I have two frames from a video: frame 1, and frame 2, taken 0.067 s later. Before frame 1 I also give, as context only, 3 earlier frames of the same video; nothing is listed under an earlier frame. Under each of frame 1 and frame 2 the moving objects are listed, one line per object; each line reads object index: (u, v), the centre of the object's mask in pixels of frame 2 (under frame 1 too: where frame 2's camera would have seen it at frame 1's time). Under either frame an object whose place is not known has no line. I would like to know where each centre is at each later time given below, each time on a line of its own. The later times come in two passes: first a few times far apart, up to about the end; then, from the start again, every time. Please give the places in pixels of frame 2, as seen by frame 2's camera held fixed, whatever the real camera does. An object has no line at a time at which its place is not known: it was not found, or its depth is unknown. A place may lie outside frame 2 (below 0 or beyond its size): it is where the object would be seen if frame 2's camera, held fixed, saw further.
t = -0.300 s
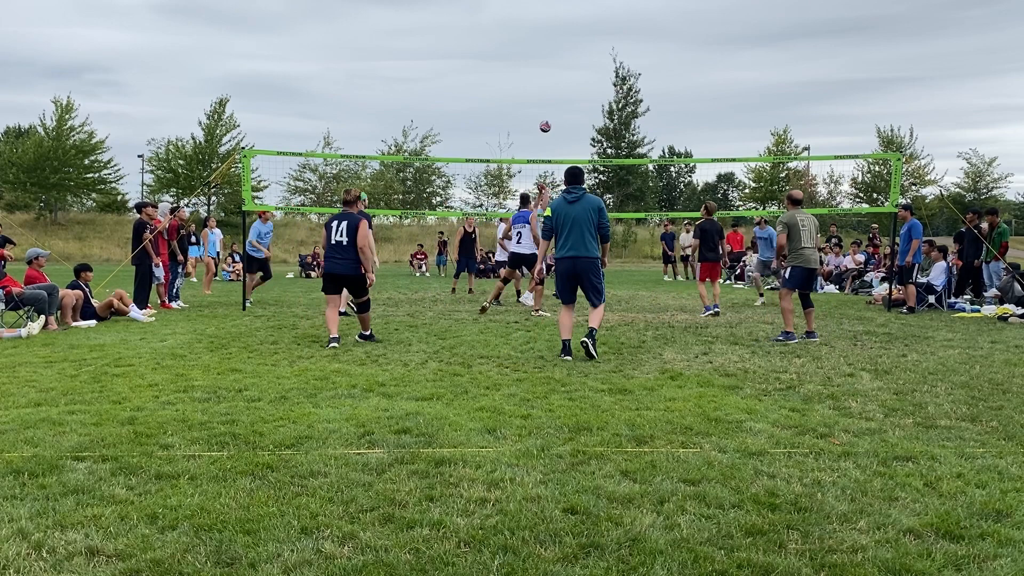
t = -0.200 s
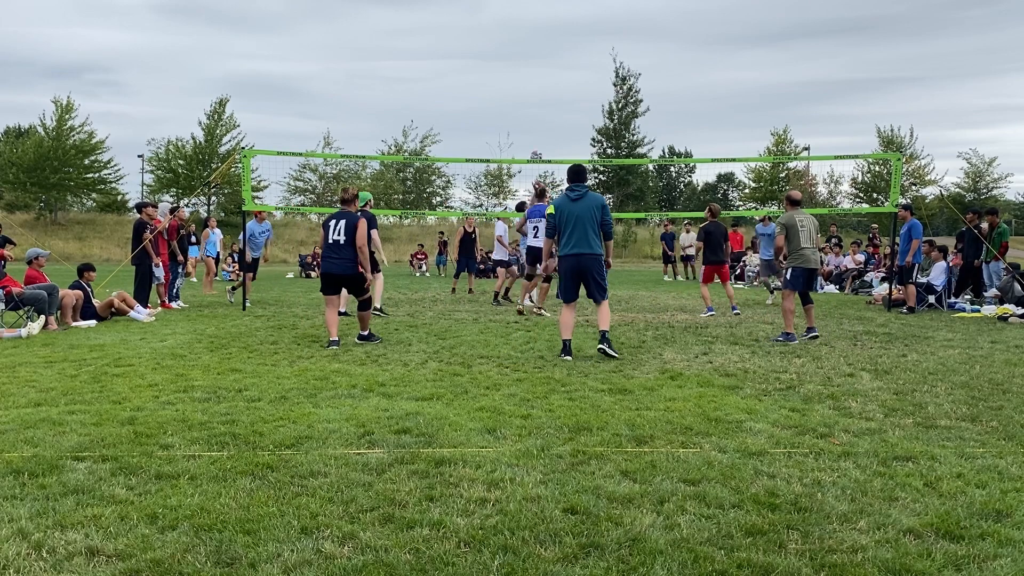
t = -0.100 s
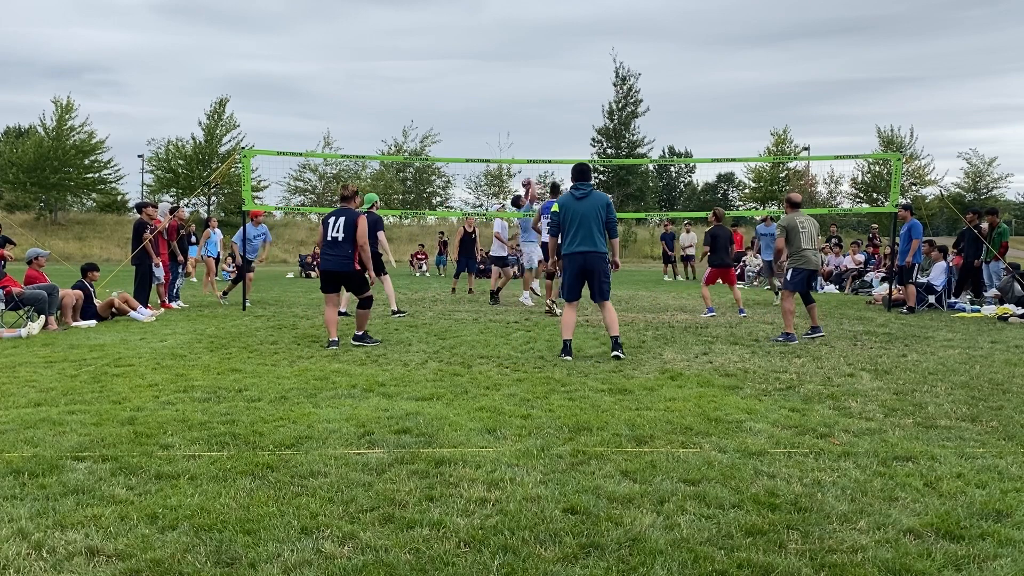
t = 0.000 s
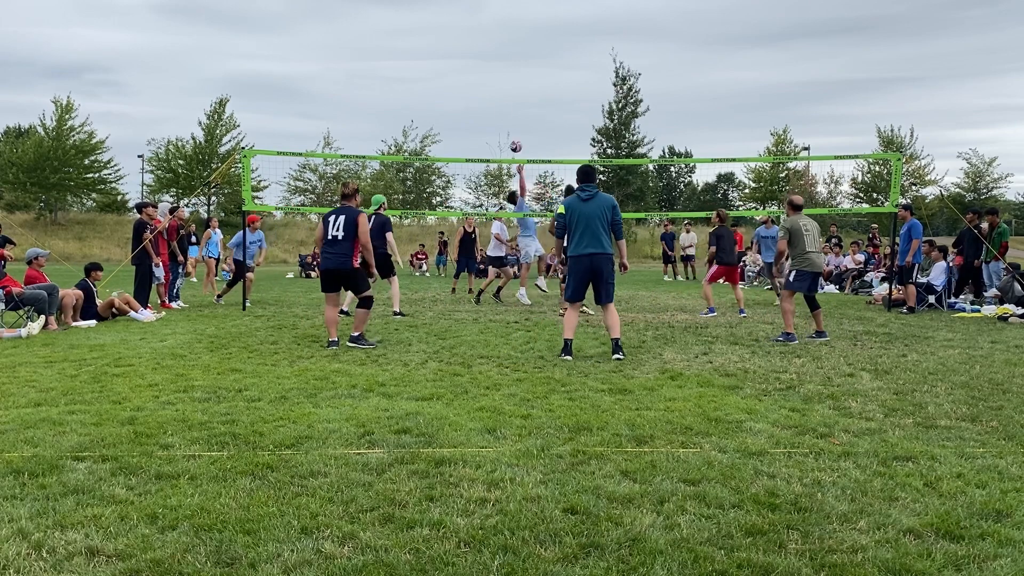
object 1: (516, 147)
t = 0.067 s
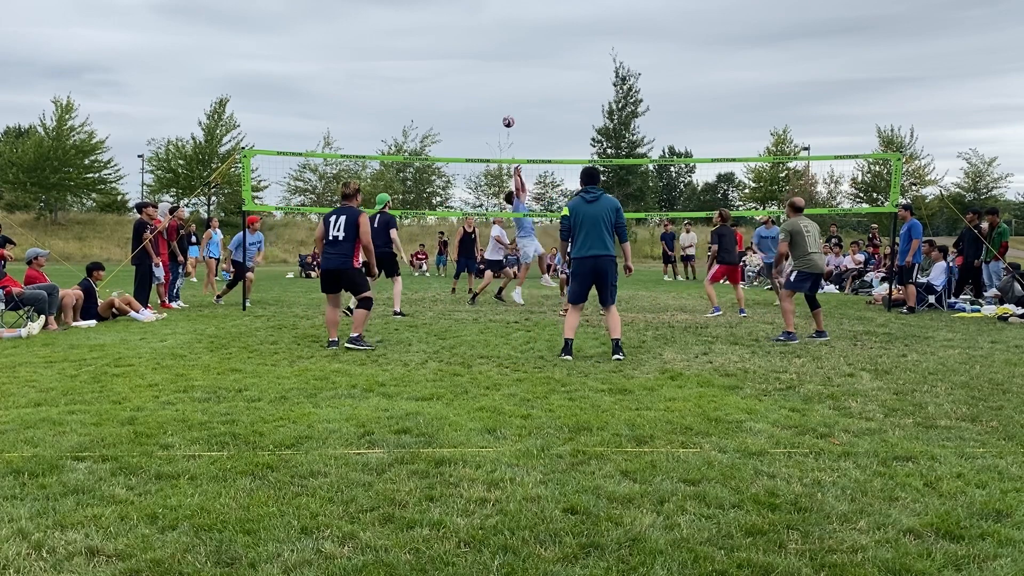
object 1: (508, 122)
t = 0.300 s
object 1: (482, 55)
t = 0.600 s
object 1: (447, 17)
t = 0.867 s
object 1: (415, 27)
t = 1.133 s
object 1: (382, 80)
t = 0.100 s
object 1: (504, 110)
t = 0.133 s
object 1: (501, 99)
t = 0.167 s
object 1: (497, 89)
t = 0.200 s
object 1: (493, 80)
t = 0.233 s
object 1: (490, 71)
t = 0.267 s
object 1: (486, 63)
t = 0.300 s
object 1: (482, 55)
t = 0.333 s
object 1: (478, 48)
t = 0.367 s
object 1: (474, 42)
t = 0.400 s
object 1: (471, 36)
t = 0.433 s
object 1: (467, 31)
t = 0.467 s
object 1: (463, 27)
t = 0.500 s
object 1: (459, 23)
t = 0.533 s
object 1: (455, 20)
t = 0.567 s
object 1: (451, 18)
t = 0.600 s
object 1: (447, 17)
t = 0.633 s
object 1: (443, 15)
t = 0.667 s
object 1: (439, 15)
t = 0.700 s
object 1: (435, 15)
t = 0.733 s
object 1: (431, 16)
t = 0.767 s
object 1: (427, 18)
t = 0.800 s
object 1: (423, 20)
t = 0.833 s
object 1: (419, 23)
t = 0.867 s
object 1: (415, 27)
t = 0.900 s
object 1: (411, 31)
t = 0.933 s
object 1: (407, 36)
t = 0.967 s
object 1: (402, 42)
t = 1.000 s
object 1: (398, 48)
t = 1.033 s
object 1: (394, 55)
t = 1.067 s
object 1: (390, 62)
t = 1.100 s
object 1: (386, 71)
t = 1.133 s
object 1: (382, 80)
